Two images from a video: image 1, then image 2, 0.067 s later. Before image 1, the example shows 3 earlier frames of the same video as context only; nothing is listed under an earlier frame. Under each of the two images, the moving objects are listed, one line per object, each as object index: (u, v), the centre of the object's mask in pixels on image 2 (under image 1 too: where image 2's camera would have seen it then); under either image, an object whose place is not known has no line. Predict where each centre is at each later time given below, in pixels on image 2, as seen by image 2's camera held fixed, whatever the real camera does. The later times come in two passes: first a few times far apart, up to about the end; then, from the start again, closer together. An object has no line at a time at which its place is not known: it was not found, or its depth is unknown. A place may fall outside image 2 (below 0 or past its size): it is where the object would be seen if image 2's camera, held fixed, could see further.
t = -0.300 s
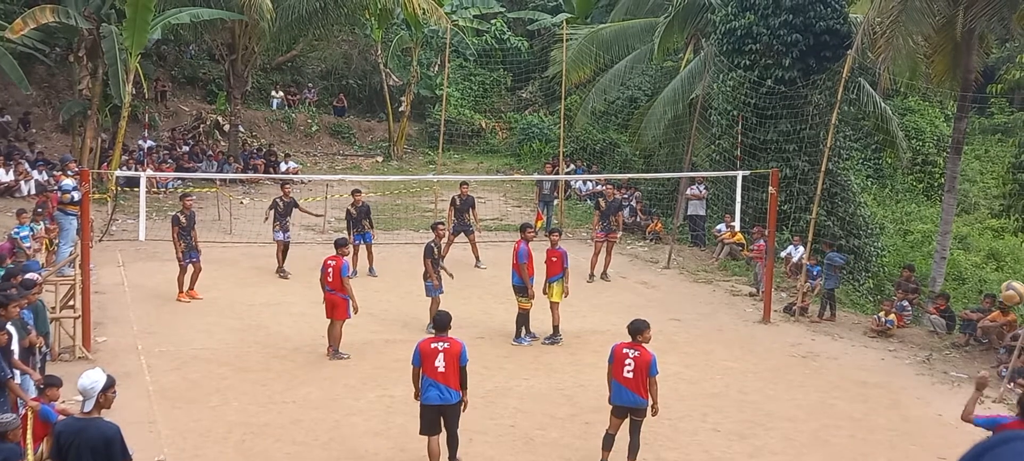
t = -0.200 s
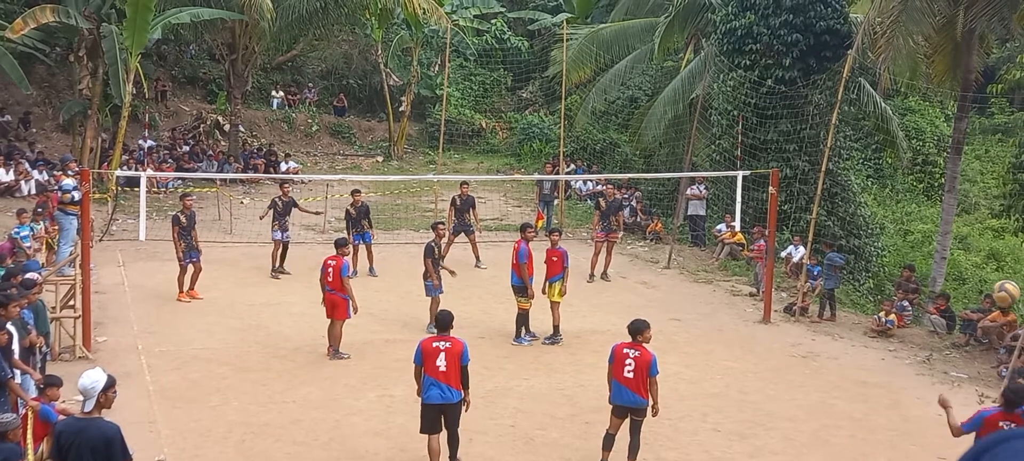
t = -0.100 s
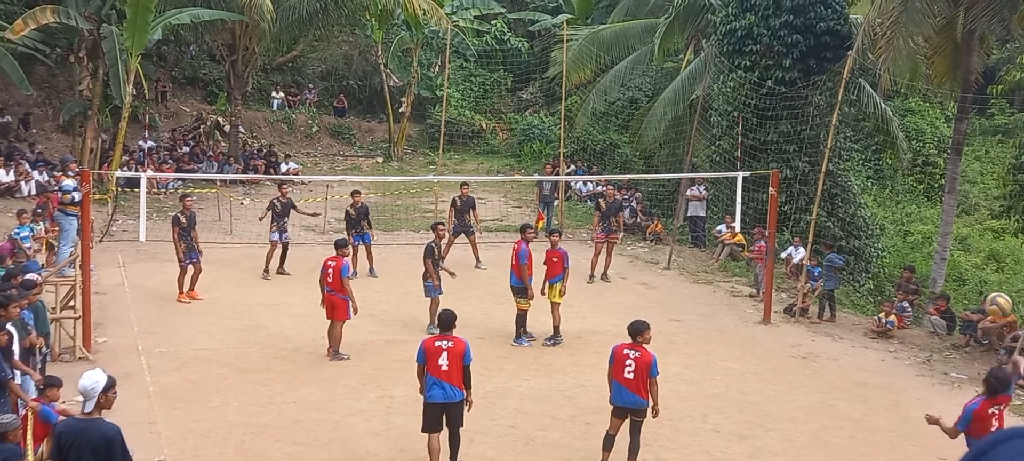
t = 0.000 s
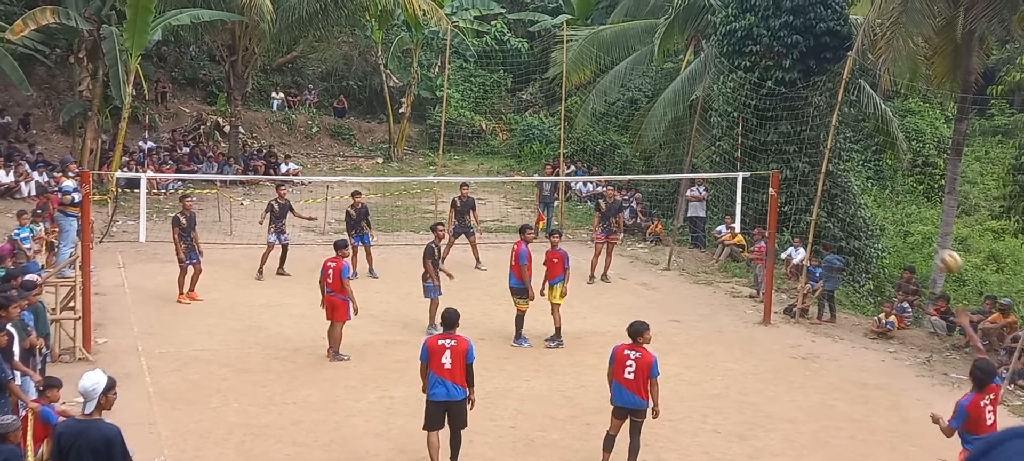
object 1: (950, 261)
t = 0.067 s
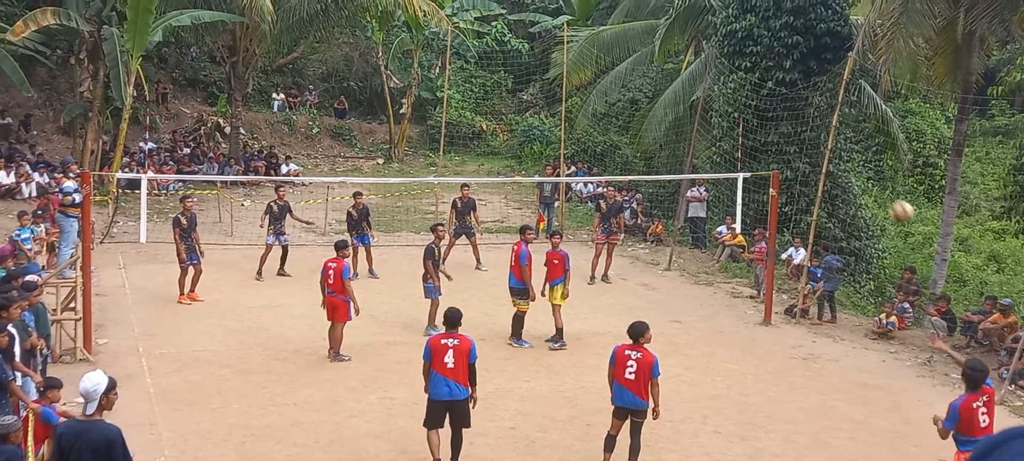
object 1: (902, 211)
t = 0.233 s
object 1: (801, 125)
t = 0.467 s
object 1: (694, 74)
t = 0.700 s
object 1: (614, 77)
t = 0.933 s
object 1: (550, 115)
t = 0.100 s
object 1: (880, 191)
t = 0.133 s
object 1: (858, 171)
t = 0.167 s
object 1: (838, 154)
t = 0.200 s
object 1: (819, 138)
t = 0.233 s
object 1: (801, 125)
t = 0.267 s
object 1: (783, 113)
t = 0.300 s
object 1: (767, 103)
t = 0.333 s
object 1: (751, 95)
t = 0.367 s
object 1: (736, 88)
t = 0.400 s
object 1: (722, 82)
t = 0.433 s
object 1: (708, 78)
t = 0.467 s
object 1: (694, 74)
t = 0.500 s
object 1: (681, 72)
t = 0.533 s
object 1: (669, 71)
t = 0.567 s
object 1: (656, 70)
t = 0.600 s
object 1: (645, 70)
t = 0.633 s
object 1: (634, 71)
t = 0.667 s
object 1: (623, 75)
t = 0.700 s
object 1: (614, 77)
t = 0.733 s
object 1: (603, 81)
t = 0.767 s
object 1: (593, 86)
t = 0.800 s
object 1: (584, 90)
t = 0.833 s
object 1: (575, 95)
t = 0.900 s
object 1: (558, 108)
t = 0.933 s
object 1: (550, 115)
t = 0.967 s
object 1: (541, 122)
